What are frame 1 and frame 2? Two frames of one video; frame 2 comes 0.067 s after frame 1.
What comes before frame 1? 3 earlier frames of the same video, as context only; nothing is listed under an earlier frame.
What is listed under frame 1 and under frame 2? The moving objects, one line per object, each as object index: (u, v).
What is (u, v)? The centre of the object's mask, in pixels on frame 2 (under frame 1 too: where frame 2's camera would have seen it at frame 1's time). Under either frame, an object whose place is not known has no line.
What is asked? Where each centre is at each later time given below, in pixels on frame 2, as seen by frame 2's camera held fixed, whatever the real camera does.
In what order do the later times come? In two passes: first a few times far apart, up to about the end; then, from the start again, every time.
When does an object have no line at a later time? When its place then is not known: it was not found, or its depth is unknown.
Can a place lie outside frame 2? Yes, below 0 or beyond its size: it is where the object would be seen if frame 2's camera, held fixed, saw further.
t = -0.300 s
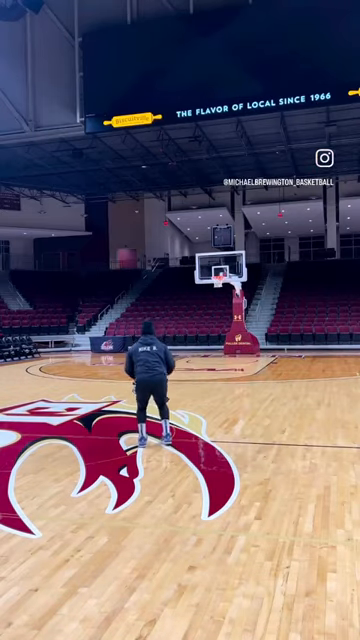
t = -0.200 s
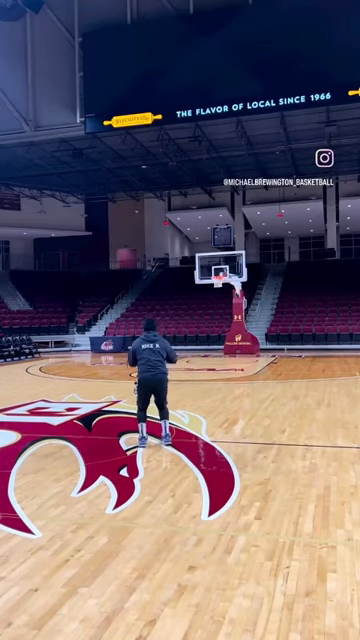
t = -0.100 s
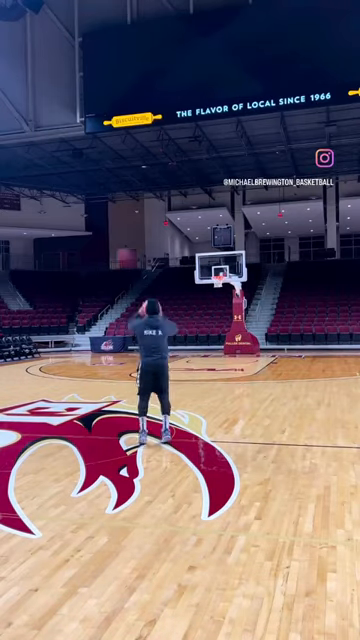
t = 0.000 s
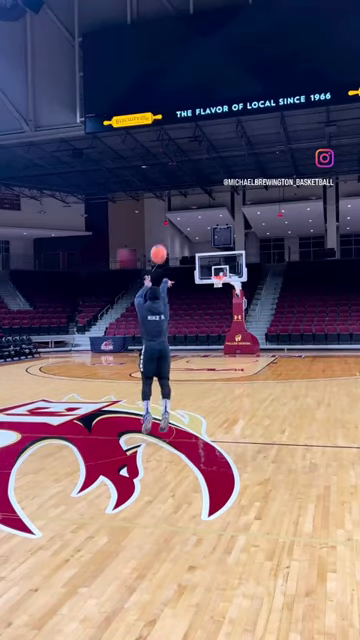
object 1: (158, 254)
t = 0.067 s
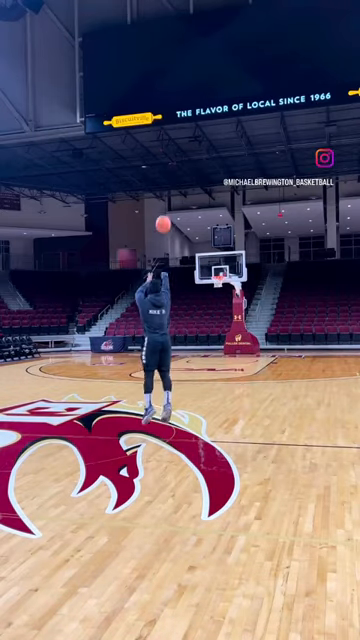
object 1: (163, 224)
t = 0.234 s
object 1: (173, 172)
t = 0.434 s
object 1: (184, 141)
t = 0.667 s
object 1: (193, 135)
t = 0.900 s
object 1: (201, 149)
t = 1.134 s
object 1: (208, 178)
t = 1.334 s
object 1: (213, 211)
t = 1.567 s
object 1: (218, 257)
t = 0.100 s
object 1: (165, 211)
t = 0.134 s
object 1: (167, 200)
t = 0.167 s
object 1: (169, 190)
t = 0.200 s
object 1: (171, 180)
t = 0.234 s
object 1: (173, 172)
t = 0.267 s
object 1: (175, 165)
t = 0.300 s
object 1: (177, 159)
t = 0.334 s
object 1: (179, 153)
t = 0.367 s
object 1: (181, 149)
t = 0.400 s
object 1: (182, 145)
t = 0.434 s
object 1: (184, 141)
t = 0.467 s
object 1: (185, 139)
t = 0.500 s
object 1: (187, 137)
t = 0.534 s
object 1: (188, 135)
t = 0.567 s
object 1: (189, 134)
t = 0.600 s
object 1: (191, 134)
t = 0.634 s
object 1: (192, 134)
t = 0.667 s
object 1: (193, 135)
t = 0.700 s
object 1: (194, 136)
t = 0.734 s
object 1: (195, 137)
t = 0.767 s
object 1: (196, 139)
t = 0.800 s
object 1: (198, 141)
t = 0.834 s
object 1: (199, 143)
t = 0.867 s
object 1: (200, 146)
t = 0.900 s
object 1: (201, 149)
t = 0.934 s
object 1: (202, 152)
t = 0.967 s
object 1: (203, 156)
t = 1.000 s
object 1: (204, 159)
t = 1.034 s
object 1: (205, 164)
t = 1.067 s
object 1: (206, 168)
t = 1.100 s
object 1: (207, 173)
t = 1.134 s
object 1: (208, 178)
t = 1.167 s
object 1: (208, 183)
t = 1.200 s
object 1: (209, 188)
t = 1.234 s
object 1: (211, 193)
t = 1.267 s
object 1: (211, 199)
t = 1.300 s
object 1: (212, 205)
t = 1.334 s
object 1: (213, 211)
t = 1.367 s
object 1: (214, 216)
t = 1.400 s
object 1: (215, 223)
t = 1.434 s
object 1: (215, 229)
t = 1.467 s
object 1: (216, 236)
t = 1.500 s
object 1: (216, 243)
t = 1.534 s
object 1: (217, 249)
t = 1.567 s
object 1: (218, 257)
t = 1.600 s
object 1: (218, 262)
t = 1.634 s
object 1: (219, 270)
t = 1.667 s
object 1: (223, 273)
